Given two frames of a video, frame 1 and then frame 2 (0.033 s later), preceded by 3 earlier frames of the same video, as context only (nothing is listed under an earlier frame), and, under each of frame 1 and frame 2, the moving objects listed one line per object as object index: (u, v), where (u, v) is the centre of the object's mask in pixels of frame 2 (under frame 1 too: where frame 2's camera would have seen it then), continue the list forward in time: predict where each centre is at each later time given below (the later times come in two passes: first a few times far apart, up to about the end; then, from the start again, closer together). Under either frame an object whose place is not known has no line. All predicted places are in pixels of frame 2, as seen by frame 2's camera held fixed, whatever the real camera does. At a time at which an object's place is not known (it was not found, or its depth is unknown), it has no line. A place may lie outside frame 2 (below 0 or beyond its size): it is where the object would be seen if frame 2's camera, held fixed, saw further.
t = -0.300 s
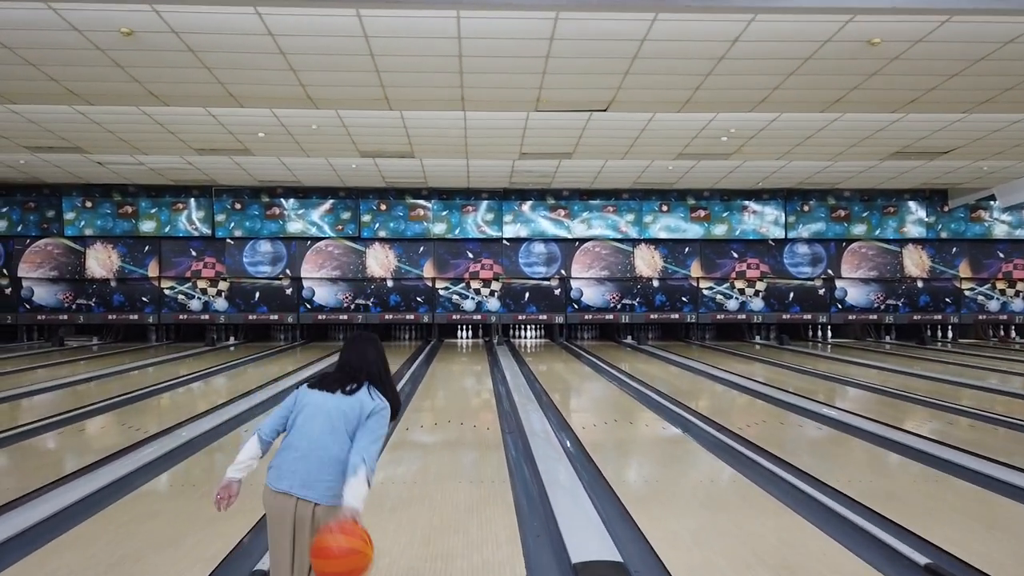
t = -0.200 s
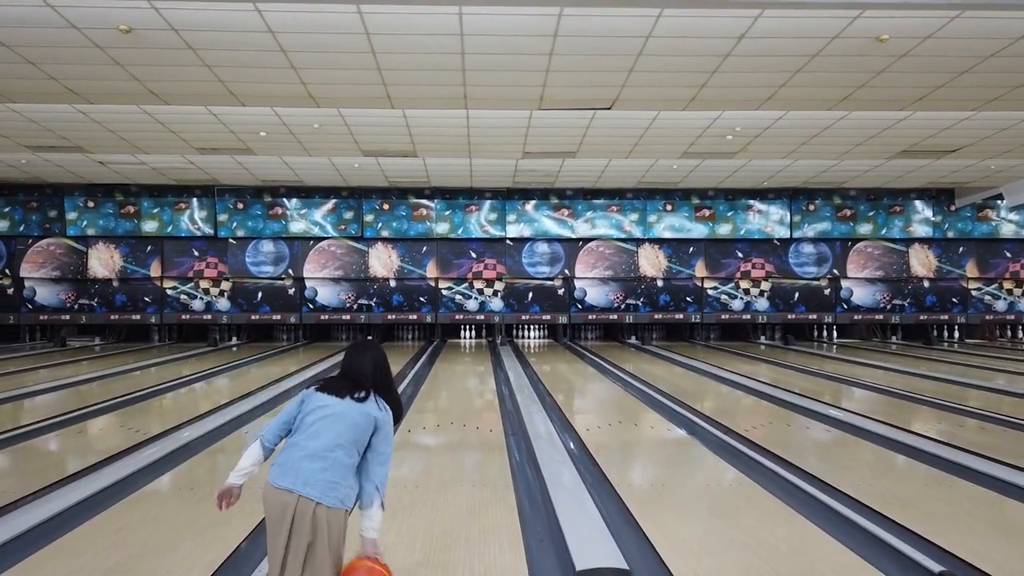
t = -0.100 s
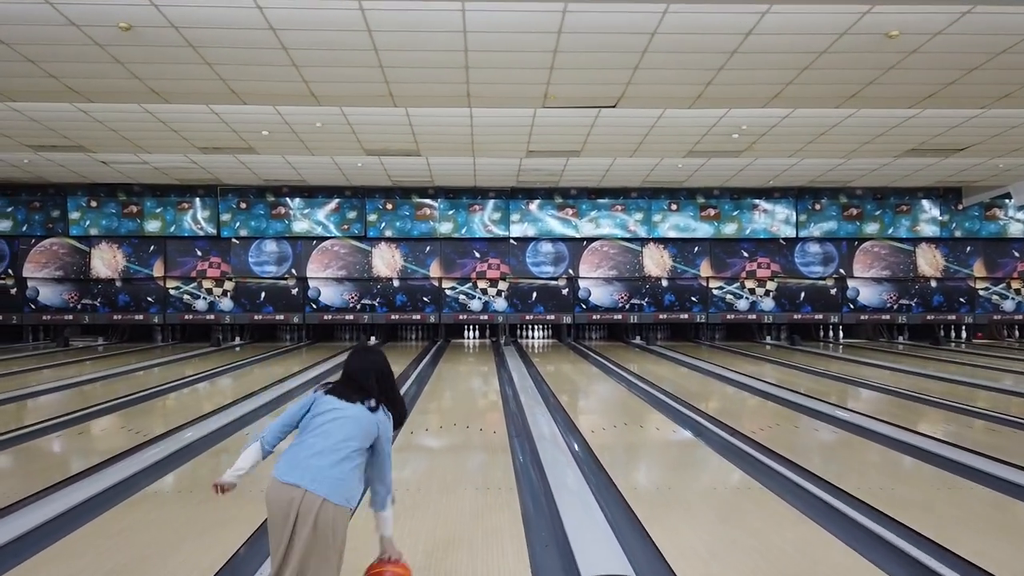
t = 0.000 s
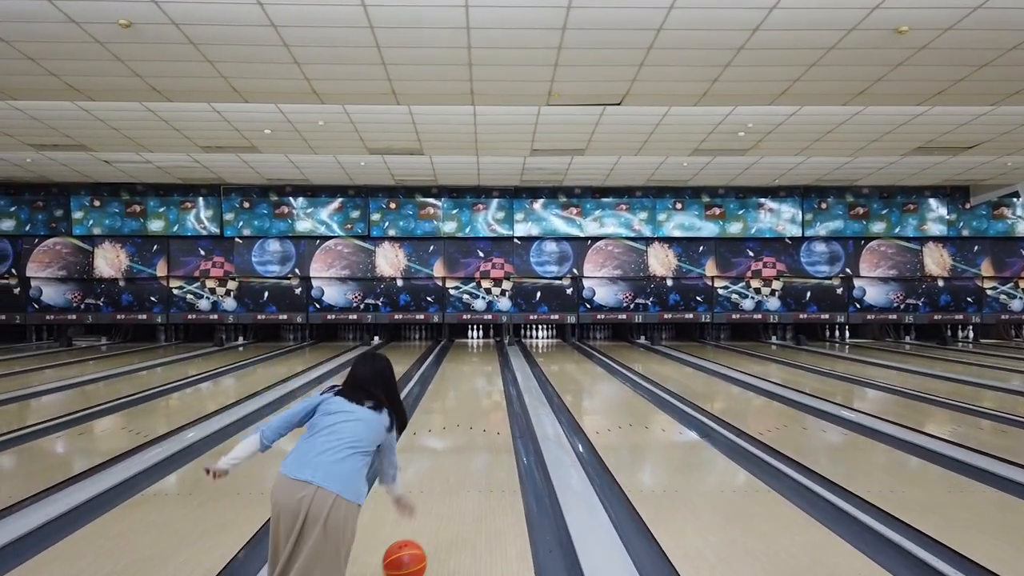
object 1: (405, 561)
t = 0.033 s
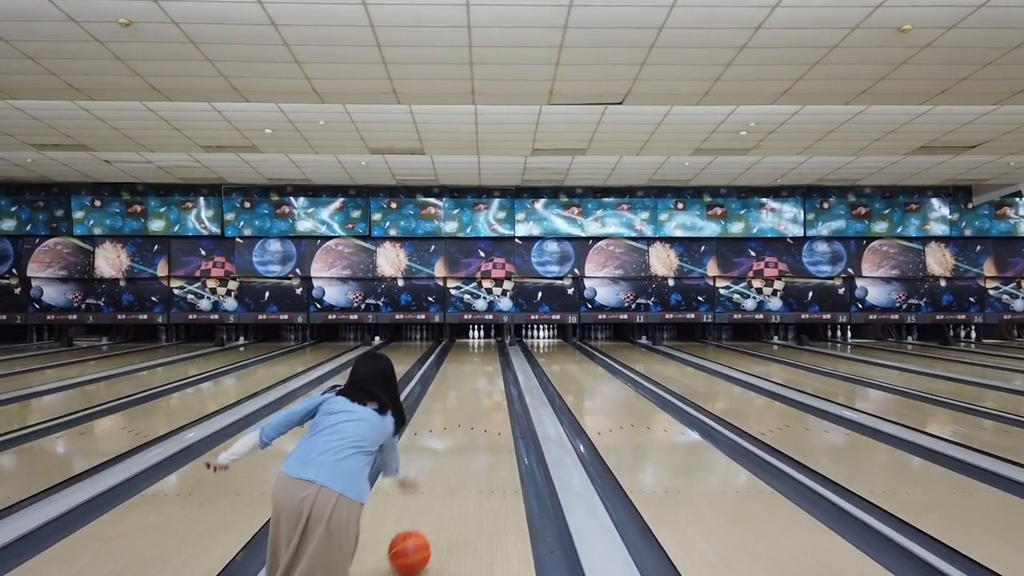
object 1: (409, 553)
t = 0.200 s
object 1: (425, 506)
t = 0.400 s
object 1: (441, 469)
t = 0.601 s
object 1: (453, 443)
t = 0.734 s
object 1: (455, 429)
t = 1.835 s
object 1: (469, 373)
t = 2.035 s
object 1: (471, 368)
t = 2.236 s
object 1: (472, 363)
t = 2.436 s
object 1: (473, 359)
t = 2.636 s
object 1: (473, 356)
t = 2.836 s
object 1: (474, 353)
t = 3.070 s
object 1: (474, 351)
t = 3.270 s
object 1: (474, 348)
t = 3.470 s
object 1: (474, 346)
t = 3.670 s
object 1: (474, 344)
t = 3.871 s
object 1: (475, 342)
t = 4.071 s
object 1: (475, 340)
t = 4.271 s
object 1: (475, 338)
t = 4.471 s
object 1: (475, 337)
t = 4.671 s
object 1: (475, 336)
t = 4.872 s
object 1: (476, 335)
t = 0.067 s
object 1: (413, 542)
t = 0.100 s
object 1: (416, 532)
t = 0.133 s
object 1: (420, 523)
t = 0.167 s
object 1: (423, 514)
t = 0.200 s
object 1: (425, 506)
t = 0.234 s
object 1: (428, 499)
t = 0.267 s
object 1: (431, 492)
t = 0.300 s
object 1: (433, 486)
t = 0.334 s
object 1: (436, 479)
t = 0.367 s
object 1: (438, 474)
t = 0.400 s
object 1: (441, 469)
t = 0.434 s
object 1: (444, 464)
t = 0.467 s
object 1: (446, 460)
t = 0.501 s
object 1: (448, 455)
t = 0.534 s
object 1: (450, 451)
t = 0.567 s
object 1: (452, 447)
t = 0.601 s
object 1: (453, 443)
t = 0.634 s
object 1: (454, 439)
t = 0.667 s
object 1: (455, 436)
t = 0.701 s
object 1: (455, 432)
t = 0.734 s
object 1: (455, 429)
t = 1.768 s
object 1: (468, 376)
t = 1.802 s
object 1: (469, 375)
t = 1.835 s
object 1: (469, 373)
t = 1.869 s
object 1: (469, 372)
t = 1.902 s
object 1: (469, 372)
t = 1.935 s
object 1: (470, 370)
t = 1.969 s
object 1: (470, 370)
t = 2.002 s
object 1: (470, 369)
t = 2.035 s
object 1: (471, 368)
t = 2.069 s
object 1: (471, 368)
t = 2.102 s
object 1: (471, 366)
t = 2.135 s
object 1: (471, 366)
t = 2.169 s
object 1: (471, 365)
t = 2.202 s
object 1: (471, 364)
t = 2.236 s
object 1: (472, 363)
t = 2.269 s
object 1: (472, 362)
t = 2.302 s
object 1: (472, 362)
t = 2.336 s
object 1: (472, 361)
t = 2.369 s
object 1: (472, 360)
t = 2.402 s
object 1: (473, 360)
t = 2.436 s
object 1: (473, 359)
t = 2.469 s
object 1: (473, 359)
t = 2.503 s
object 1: (473, 358)
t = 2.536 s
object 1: (473, 358)
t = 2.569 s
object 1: (473, 357)
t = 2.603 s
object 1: (473, 357)
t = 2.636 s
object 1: (473, 356)
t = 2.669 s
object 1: (473, 356)
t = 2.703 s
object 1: (473, 355)
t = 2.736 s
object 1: (473, 355)
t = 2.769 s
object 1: (474, 354)
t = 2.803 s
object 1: (474, 354)
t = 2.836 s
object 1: (474, 353)
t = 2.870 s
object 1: (474, 353)
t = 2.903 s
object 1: (474, 353)
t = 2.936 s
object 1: (474, 352)
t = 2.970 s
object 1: (474, 352)
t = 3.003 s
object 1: (474, 351)
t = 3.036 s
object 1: (474, 351)
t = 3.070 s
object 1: (474, 351)
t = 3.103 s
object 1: (474, 350)
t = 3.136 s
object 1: (474, 349)
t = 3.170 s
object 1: (474, 349)
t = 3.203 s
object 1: (474, 349)
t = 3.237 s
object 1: (474, 348)
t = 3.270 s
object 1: (474, 348)
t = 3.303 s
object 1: (474, 348)
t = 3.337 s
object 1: (474, 347)
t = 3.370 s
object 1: (474, 347)
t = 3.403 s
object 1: (474, 346)
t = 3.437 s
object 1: (474, 346)
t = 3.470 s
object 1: (474, 346)
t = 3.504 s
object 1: (474, 346)
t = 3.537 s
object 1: (474, 346)
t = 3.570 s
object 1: (474, 345)
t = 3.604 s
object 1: (474, 345)
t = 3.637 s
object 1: (474, 344)
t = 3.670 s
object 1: (474, 344)
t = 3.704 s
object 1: (474, 344)
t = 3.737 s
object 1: (474, 344)
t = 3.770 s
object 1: (475, 343)
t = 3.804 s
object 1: (475, 343)
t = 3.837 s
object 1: (475, 342)
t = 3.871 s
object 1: (475, 342)
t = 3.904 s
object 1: (475, 342)
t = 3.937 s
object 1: (475, 341)
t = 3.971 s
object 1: (475, 341)
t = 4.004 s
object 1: (475, 341)
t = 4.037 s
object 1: (475, 340)
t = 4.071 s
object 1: (475, 340)
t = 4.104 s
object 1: (475, 339)
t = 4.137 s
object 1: (475, 339)
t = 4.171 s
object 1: (475, 339)
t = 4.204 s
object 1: (475, 339)
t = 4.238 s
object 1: (475, 339)
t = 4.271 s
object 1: (475, 338)
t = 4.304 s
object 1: (475, 338)
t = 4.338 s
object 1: (475, 338)
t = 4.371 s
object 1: (475, 337)
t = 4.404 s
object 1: (475, 337)
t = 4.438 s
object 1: (475, 337)
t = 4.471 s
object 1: (475, 337)
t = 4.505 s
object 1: (475, 337)
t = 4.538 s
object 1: (475, 336)
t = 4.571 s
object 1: (475, 336)
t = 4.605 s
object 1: (475, 336)
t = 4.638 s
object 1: (475, 336)
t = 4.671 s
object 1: (475, 336)
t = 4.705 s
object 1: (475, 335)
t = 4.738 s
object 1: (475, 335)
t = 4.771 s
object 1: (475, 335)
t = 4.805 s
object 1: (476, 335)
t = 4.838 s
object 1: (476, 335)
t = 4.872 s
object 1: (476, 335)
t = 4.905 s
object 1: (476, 335)
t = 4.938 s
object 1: (476, 335)
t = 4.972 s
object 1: (476, 335)
